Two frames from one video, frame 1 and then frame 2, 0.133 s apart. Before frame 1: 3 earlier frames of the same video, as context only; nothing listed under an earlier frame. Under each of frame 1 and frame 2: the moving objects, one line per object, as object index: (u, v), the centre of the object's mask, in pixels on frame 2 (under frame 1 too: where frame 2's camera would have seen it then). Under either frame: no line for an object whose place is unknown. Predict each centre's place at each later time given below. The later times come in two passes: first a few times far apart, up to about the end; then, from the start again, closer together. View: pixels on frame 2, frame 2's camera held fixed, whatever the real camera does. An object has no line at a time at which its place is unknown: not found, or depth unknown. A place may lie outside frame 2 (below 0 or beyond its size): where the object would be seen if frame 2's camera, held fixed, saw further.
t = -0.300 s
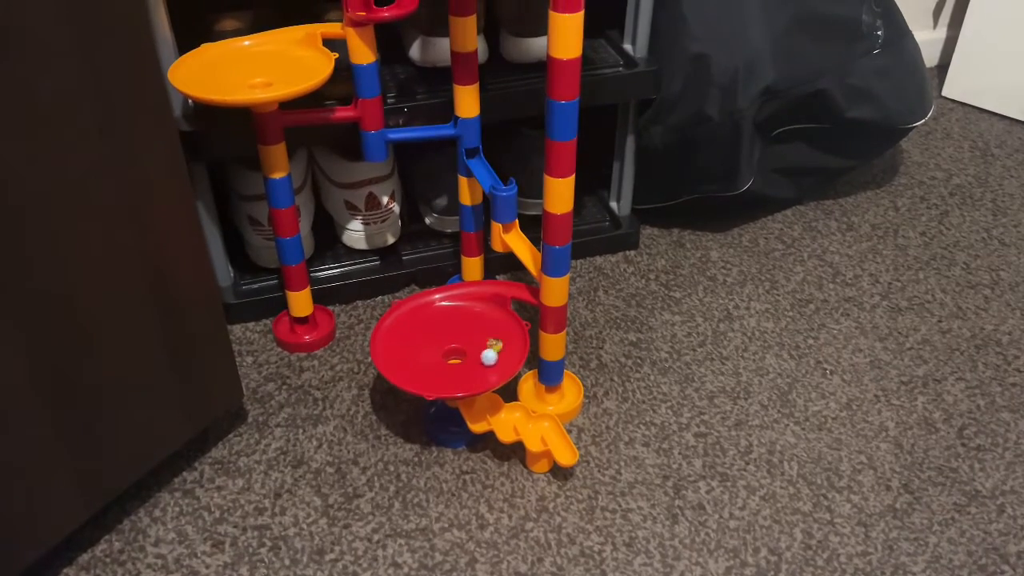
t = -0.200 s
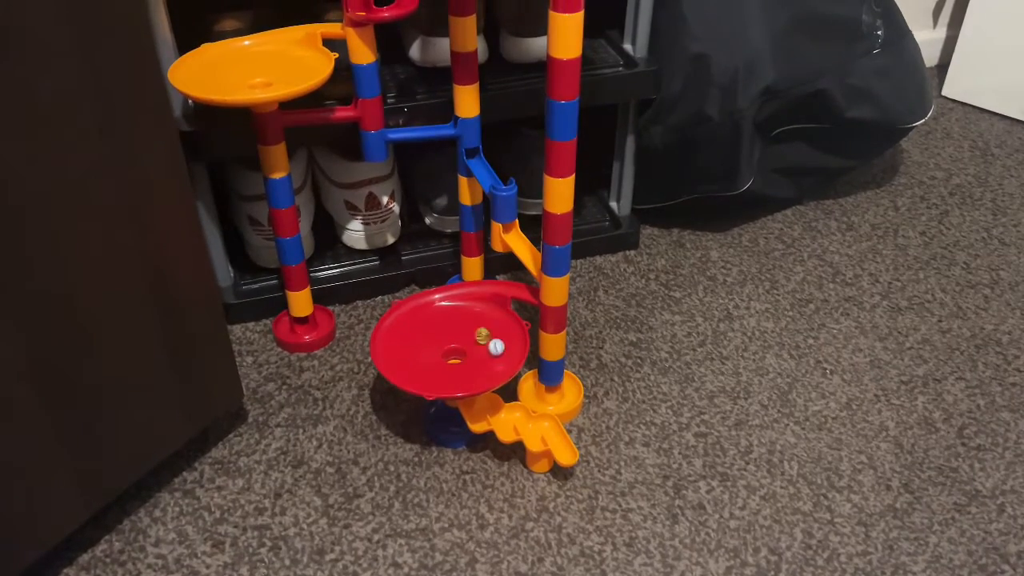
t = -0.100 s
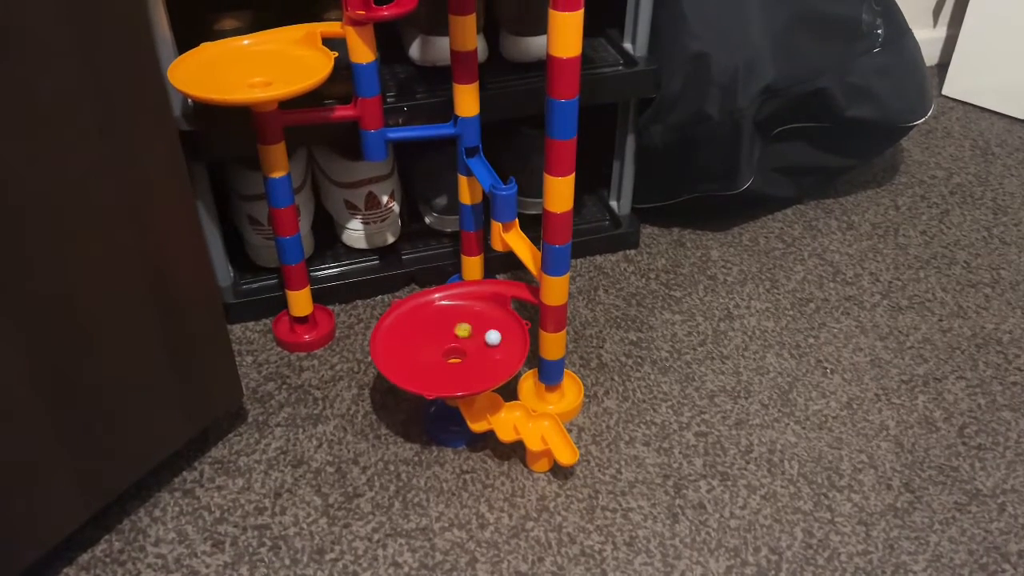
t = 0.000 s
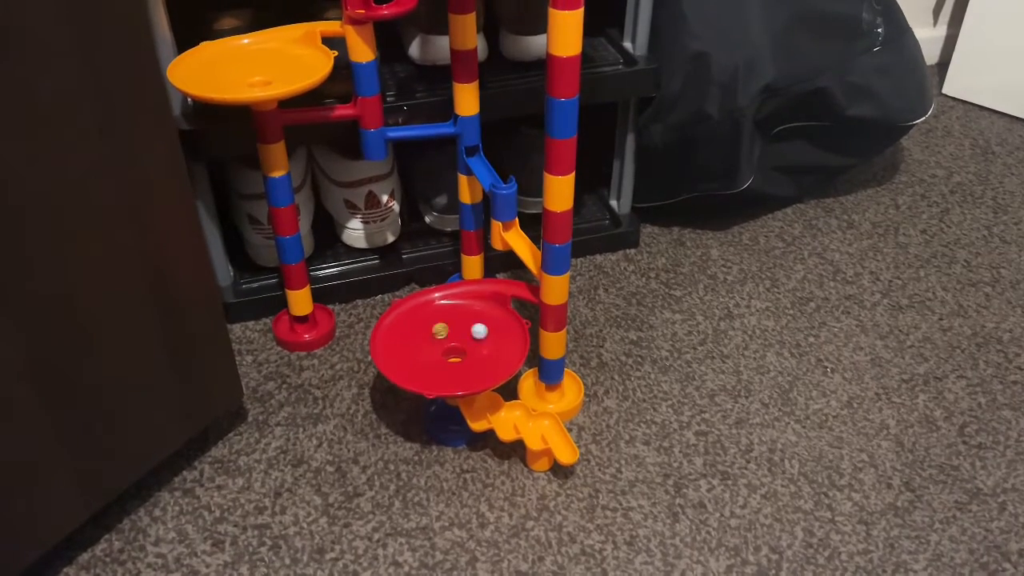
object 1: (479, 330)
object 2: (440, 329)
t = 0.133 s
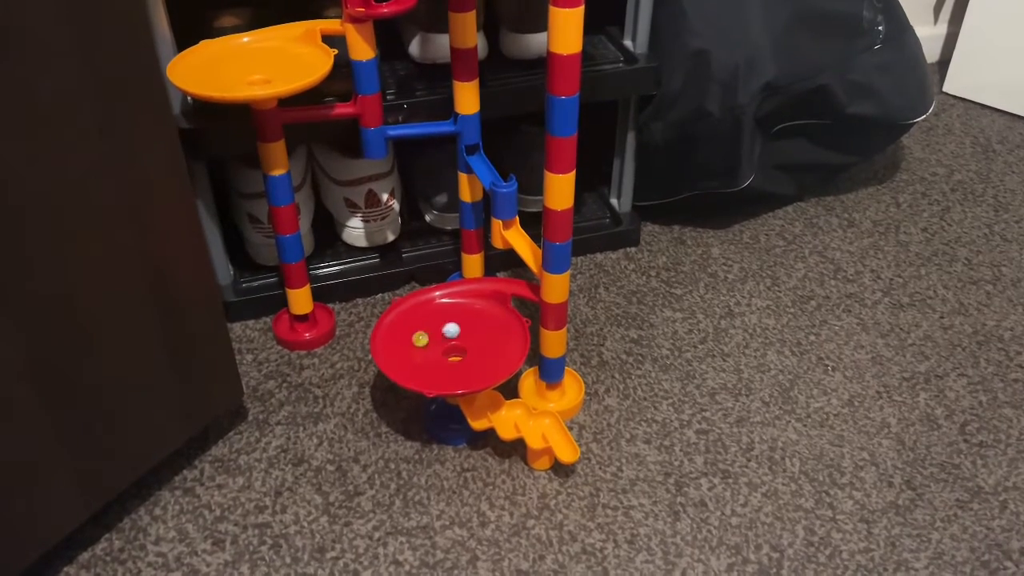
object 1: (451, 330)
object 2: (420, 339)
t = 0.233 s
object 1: (431, 337)
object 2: (419, 350)
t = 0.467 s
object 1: (427, 359)
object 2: (459, 362)
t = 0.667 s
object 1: (464, 360)
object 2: (491, 345)
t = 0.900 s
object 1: (487, 336)
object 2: (475, 329)
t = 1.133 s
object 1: (460, 327)
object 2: (431, 341)
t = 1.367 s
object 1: (429, 349)
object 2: (435, 363)
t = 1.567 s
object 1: (445, 364)
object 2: (471, 358)
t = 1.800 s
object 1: (478, 351)
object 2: (477, 332)
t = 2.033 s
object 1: (467, 328)
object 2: (444, 332)
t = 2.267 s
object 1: (435, 337)
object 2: (437, 359)
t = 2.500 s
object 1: (446, 361)
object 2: (469, 361)
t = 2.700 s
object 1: (473, 357)
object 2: (475, 341)
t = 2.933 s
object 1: (469, 335)
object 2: (442, 332)
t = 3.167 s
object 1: (435, 336)
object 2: (438, 353)
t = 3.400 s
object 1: (444, 356)
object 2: (473, 357)
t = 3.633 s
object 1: (477, 349)
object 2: (474, 337)
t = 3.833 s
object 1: (469, 335)
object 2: (440, 338)
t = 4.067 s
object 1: (435, 342)
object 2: (437, 355)
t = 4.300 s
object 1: (448, 358)
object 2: (472, 351)
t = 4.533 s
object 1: (474, 344)
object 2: (467, 333)
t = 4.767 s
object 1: (454, 335)
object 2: (437, 346)
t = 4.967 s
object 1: (450, 349)
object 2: (447, 362)
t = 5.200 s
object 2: (472, 356)
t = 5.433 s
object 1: (480, 418)
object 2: (460, 333)
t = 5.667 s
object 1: (481, 419)
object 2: (434, 341)
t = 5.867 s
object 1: (481, 419)
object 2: (451, 358)
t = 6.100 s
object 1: (481, 419)
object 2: (478, 351)
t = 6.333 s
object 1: (481, 419)
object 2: (457, 337)
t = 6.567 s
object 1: (481, 419)
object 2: (437, 356)
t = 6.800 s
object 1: (481, 419)
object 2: (461, 356)
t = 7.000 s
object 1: (481, 419)
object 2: (468, 337)
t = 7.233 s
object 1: (481, 419)
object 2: (444, 339)
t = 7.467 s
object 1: (481, 419)
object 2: (454, 359)
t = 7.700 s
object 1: (482, 419)
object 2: (471, 349)
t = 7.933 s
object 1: (482, 419)
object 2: (455, 353)
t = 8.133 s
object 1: (482, 419)
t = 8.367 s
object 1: (481, 419)
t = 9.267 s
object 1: (481, 419)
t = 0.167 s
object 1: (443, 332)
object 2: (418, 342)
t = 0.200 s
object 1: (436, 334)
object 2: (418, 346)
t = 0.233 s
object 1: (431, 337)
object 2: (419, 350)
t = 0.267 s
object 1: (426, 340)
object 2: (421, 354)
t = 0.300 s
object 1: (422, 343)
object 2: (425, 357)
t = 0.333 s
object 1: (421, 347)
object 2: (430, 360)
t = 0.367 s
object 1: (420, 350)
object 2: (436, 361)
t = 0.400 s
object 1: (421, 353)
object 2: (444, 363)
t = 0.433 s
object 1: (423, 356)
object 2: (452, 363)
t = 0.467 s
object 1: (427, 359)
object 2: (459, 362)
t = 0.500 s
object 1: (431, 360)
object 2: (467, 361)
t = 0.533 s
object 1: (437, 362)
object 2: (474, 359)
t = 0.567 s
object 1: (443, 363)
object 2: (480, 356)
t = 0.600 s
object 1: (450, 363)
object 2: (485, 353)
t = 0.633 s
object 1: (457, 362)
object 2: (489, 349)
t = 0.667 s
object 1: (464, 360)
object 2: (491, 345)
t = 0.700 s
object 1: (471, 357)
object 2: (493, 342)
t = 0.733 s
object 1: (476, 354)
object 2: (492, 339)
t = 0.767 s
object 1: (481, 350)
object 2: (491, 336)
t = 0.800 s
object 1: (484, 347)
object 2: (490, 333)
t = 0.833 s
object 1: (486, 344)
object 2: (485, 330)
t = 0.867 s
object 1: (488, 339)
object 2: (480, 329)
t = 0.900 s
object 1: (487, 336)
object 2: (475, 329)
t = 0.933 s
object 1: (486, 333)
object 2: (470, 329)
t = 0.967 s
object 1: (484, 330)
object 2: (463, 329)
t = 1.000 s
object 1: (480, 328)
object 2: (456, 330)
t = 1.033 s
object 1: (476, 327)
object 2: (448, 333)
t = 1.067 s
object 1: (471, 326)
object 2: (442, 335)
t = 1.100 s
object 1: (465, 327)
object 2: (436, 338)
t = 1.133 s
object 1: (460, 327)
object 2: (431, 341)
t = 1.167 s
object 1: (453, 329)
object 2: (427, 345)
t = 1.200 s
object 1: (447, 331)
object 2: (426, 349)
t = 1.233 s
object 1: (442, 333)
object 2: (425, 352)
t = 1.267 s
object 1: (437, 337)
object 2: (426, 356)
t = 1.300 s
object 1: (433, 341)
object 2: (427, 358)
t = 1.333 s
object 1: (430, 344)
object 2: (430, 361)
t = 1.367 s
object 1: (429, 349)
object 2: (435, 363)
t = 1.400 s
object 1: (429, 352)
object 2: (440, 364)
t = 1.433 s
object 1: (430, 356)
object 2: (446, 364)
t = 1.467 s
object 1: (432, 359)
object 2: (453, 364)
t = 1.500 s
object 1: (436, 361)
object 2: (459, 363)
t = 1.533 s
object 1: (440, 363)
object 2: (465, 360)
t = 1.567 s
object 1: (445, 364)
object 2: (471, 358)
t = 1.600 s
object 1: (450, 364)
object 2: (475, 354)
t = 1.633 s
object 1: (456, 363)
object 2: (478, 350)
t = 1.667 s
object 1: (461, 363)
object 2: (480, 346)
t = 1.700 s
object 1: (466, 360)
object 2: (481, 342)
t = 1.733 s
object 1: (471, 358)
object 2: (480, 337)
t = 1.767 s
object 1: (475, 354)
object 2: (479, 334)
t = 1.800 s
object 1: (478, 351)
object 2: (477, 332)
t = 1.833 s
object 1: (479, 347)
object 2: (474, 329)
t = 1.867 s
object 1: (480, 343)
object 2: (469, 327)
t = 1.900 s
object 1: (479, 340)
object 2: (465, 326)
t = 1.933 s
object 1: (478, 336)
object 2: (459, 327)
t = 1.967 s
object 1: (475, 333)
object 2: (455, 327)
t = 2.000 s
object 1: (471, 330)
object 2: (450, 329)
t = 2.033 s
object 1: (467, 328)
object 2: (444, 332)
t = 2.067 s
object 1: (462, 327)
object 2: (440, 335)
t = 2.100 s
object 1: (457, 327)
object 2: (437, 340)
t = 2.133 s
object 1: (452, 328)
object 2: (434, 344)
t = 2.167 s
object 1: (447, 329)
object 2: (433, 347)
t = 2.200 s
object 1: (442, 331)
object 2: (433, 351)
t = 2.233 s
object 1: (438, 334)
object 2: (435, 355)
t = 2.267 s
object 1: (435, 337)
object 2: (437, 359)
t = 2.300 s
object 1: (433, 341)
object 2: (441, 361)
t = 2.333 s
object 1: (432, 345)
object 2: (446, 363)
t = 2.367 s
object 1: (433, 349)
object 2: (450, 365)
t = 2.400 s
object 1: (435, 353)
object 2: (455, 364)
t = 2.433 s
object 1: (438, 356)
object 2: (460, 364)
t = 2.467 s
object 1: (442, 359)
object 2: (464, 362)
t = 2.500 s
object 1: (446, 361)
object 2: (469, 361)
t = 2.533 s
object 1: (451, 362)
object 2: (472, 358)
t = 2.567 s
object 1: (456, 362)
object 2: (475, 355)
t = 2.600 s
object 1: (461, 362)
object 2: (477, 351)
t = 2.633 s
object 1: (466, 361)
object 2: (478, 348)
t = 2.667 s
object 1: (470, 359)
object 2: (477, 344)
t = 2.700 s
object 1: (473, 357)
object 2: (475, 341)
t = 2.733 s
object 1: (476, 354)
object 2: (472, 337)
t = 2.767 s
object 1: (478, 351)
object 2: (469, 335)
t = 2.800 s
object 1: (479, 348)
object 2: (464, 333)
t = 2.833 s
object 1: (478, 344)
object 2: (458, 331)
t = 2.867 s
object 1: (476, 341)
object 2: (452, 330)
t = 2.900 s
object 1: (473, 338)
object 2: (447, 331)
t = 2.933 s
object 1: (469, 335)
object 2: (442, 332)
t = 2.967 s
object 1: (465, 333)
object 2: (439, 334)
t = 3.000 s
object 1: (459, 332)
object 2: (435, 336)
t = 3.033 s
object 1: (453, 332)
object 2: (433, 338)
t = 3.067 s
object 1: (448, 332)
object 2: (432, 342)
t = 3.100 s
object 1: (443, 332)
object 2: (432, 346)
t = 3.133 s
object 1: (439, 334)
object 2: (434, 350)
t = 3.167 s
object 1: (435, 336)
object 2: (438, 353)
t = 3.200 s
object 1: (432, 339)
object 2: (442, 356)
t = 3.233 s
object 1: (431, 342)
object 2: (447, 358)
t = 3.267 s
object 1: (431, 345)
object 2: (452, 359)
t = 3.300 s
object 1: (433, 348)
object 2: (458, 360)
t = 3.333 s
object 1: (436, 352)
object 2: (463, 359)
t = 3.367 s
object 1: (440, 354)
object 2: (468, 358)
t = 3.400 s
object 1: (444, 356)
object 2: (473, 357)
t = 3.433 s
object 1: (450, 358)
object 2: (476, 354)
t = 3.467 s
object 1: (456, 358)
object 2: (479, 352)
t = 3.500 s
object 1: (461, 358)
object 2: (480, 350)
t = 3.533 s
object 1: (467, 356)
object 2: (481, 347)
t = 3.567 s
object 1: (471, 354)
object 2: (480, 343)
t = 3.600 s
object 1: (475, 352)
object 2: (478, 340)
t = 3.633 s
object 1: (477, 349)
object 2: (474, 337)
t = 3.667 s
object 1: (479, 347)
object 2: (469, 338)
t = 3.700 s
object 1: (479, 344)
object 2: (465, 336)
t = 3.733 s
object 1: (478, 341)
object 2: (458, 336)
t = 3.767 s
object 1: (476, 339)
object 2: (451, 336)
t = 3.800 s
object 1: (473, 337)
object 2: (445, 337)
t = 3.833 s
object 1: (469, 335)
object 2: (440, 338)
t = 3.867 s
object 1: (464, 334)
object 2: (436, 340)
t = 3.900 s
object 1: (459, 334)
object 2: (433, 342)
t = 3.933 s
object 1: (453, 334)
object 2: (431, 345)
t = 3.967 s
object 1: (447, 336)
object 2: (430, 348)
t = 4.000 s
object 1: (442, 337)
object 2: (431, 351)
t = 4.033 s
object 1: (438, 339)
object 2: (434, 353)
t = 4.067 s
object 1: (435, 342)
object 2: (437, 355)
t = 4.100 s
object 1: (433, 345)
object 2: (441, 357)
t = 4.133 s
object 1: (433, 349)
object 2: (446, 358)
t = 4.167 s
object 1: (434, 351)
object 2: (452, 358)
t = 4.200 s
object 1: (436, 354)
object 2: (457, 357)
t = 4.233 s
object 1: (439, 356)
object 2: (462, 356)
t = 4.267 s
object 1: (443, 357)
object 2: (467, 354)
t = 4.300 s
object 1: (448, 358)
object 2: (472, 351)
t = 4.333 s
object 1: (453, 358)
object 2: (475, 348)
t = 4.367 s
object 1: (458, 357)
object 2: (476, 345)
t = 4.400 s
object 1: (463, 355)
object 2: (477, 342)
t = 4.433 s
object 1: (467, 353)
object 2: (476, 339)
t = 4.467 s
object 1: (471, 350)
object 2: (474, 336)
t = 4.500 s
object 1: (473, 347)
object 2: (471, 334)
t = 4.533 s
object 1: (474, 344)
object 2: (467, 333)
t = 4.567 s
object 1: (474, 341)
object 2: (462, 333)
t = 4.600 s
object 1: (472, 338)
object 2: (458, 334)
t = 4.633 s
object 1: (470, 336)
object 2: (452, 335)
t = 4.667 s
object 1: (466, 335)
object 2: (447, 336)
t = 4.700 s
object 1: (463, 334)
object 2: (442, 339)
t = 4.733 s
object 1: (458, 334)
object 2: (439, 342)
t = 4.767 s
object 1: (454, 335)
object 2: (437, 346)
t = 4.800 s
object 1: (449, 336)
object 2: (435, 348)
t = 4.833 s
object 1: (445, 339)
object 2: (435, 352)
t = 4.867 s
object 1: (443, 342)
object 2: (437, 355)
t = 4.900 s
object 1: (443, 344)
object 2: (440, 357)
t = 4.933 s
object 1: (445, 347)
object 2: (442, 360)
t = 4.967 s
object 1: (450, 349)
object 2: (447, 362)
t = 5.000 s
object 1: (457, 350)
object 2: (451, 363)
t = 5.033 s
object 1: (455, 350)
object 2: (455, 364)
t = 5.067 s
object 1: (453, 356)
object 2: (459, 364)
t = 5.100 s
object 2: (463, 363)
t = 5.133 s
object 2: (467, 361)
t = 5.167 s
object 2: (470, 359)
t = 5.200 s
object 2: (472, 356)
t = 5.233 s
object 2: (474, 353)
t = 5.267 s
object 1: (472, 404)
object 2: (474, 349)
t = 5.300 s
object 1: (478, 413)
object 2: (473, 345)
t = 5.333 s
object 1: (482, 419)
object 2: (471, 342)
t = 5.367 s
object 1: (482, 418)
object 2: (469, 339)
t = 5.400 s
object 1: (481, 419)
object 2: (465, 336)
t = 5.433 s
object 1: (480, 418)
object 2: (460, 333)
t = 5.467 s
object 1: (480, 418)
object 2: (455, 332)
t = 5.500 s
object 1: (481, 419)
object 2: (451, 331)
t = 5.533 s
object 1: (481, 419)
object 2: (446, 331)
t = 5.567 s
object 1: (481, 419)
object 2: (441, 332)
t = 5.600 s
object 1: (481, 419)
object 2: (437, 334)
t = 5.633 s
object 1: (481, 419)
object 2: (435, 337)
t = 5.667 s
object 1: (481, 419)
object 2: (434, 341)
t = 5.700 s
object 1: (481, 420)
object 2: (433, 344)
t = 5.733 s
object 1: (481, 419)
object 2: (435, 347)
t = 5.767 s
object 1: (481, 419)
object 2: (437, 351)
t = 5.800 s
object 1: (481, 419)
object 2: (441, 354)
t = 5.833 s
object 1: (481, 419)
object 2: (445, 356)
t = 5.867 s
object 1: (481, 419)
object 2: (451, 358)
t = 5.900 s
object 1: (481, 419)
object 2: (457, 359)
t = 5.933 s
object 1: (481, 419)
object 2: (462, 359)
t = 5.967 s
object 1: (481, 419)
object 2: (467, 358)
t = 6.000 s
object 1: (481, 419)
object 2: (471, 357)
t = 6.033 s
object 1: (481, 419)
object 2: (474, 355)
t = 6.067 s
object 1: (481, 419)
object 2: (477, 353)
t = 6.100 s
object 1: (481, 419)
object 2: (478, 351)
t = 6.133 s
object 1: (481, 419)
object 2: (479, 348)
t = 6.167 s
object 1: (481, 419)
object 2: (478, 345)
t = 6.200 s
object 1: (482, 419)
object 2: (476, 343)
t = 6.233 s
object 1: (482, 419)
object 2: (473, 341)
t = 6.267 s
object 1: (481, 419)
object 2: (469, 339)
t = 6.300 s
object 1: (481, 419)
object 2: (464, 338)
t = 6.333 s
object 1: (481, 419)
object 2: (457, 337)
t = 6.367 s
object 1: (481, 419)
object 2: (451, 338)
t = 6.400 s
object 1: (481, 419)
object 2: (445, 341)
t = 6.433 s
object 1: (481, 419)
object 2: (441, 343)
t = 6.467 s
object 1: (481, 419)
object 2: (438, 347)
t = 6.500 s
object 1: (481, 419)
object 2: (437, 351)
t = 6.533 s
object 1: (481, 420)
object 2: (437, 354)
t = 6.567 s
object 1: (481, 419)
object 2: (437, 356)
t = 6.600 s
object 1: (482, 419)
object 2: (439, 358)
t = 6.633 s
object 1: (481, 419)
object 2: (441, 359)
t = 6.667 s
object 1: (481, 419)
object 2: (444, 360)
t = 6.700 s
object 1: (481, 419)
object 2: (449, 360)
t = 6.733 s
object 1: (481, 419)
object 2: (453, 359)
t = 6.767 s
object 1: (481, 419)
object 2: (457, 358)
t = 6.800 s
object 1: (481, 419)
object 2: (461, 356)
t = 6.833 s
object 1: (481, 419)
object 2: (465, 353)
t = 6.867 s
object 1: (481, 419)
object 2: (468, 351)
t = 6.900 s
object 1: (482, 419)
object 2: (470, 347)
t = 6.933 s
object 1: (481, 419)
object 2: (471, 343)
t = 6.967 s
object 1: (481, 419)
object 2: (470, 340)
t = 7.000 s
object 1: (481, 419)
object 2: (468, 337)
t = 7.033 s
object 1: (481, 419)
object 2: (465, 335)
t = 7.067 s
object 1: (481, 419)
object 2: (462, 333)
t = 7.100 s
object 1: (481, 419)
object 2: (458, 333)
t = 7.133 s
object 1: (481, 419)
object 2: (454, 333)
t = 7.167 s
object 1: (481, 419)
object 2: (450, 335)
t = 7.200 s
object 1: (481, 419)
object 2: (447, 337)
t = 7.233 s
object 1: (481, 419)
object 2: (444, 339)
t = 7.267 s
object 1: (482, 419)
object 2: (442, 342)
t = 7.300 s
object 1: (481, 419)
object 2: (441, 346)
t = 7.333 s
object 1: (481, 419)
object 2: (442, 350)
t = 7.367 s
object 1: (482, 419)
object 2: (444, 353)
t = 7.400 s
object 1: (481, 419)
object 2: (447, 356)
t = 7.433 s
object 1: (481, 419)
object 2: (451, 358)
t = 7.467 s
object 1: (481, 419)
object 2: (454, 359)
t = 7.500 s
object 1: (481, 419)
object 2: (458, 359)
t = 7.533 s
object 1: (481, 419)
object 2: (462, 359)
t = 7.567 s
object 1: (481, 419)
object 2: (465, 357)
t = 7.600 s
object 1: (481, 419)
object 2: (468, 356)
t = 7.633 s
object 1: (482, 419)
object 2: (470, 354)
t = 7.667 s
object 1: (482, 419)
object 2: (470, 352)
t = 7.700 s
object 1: (482, 419)
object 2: (471, 349)
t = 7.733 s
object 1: (482, 419)
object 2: (470, 346)
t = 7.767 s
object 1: (482, 419)
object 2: (467, 343)
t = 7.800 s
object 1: (481, 419)
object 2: (463, 341)
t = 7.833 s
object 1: (481, 419)
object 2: (459, 340)
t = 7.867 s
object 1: (481, 419)
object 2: (453, 342)
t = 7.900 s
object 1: (482, 419)
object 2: (449, 348)
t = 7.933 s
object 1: (482, 419)
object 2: (455, 353)
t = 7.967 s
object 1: (482, 419)
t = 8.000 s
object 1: (482, 419)
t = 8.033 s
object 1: (482, 419)
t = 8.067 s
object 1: (482, 419)
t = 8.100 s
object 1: (481, 419)
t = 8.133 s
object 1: (482, 419)
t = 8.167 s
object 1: (482, 419)
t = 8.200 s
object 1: (482, 419)
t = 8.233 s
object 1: (481, 419)
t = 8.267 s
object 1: (481, 419)
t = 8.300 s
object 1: (480, 419)
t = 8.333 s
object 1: (481, 419)
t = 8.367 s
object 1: (481, 419)
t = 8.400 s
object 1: (482, 419)
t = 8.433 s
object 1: (481, 419)
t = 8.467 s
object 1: (481, 419)
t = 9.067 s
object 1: (481, 418)
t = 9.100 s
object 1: (481, 418)
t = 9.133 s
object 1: (481, 418)
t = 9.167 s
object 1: (481, 418)
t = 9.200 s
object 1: (481, 418)
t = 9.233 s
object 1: (481, 419)
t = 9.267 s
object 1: (481, 419)
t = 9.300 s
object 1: (481, 418)
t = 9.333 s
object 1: (479, 419)
